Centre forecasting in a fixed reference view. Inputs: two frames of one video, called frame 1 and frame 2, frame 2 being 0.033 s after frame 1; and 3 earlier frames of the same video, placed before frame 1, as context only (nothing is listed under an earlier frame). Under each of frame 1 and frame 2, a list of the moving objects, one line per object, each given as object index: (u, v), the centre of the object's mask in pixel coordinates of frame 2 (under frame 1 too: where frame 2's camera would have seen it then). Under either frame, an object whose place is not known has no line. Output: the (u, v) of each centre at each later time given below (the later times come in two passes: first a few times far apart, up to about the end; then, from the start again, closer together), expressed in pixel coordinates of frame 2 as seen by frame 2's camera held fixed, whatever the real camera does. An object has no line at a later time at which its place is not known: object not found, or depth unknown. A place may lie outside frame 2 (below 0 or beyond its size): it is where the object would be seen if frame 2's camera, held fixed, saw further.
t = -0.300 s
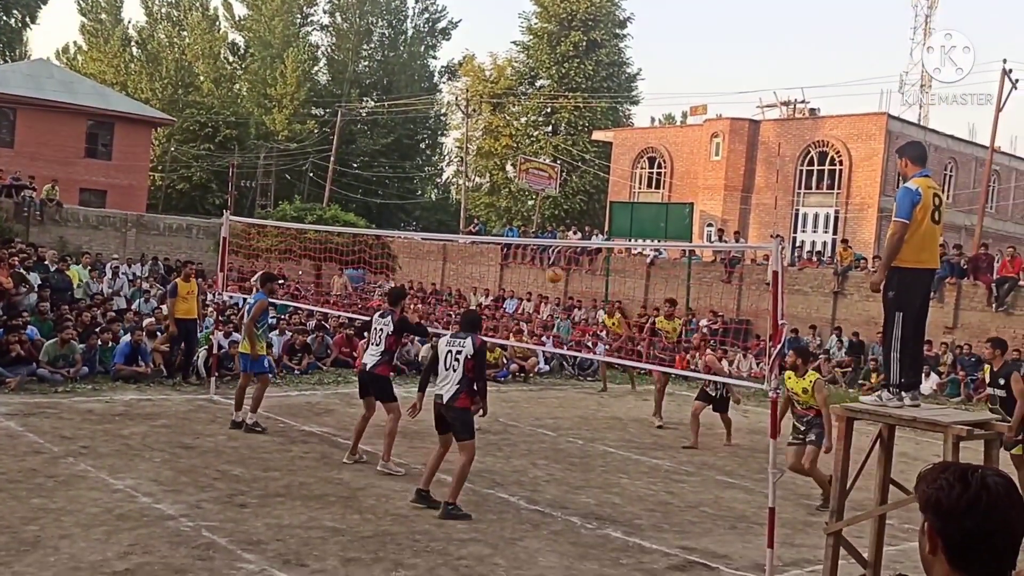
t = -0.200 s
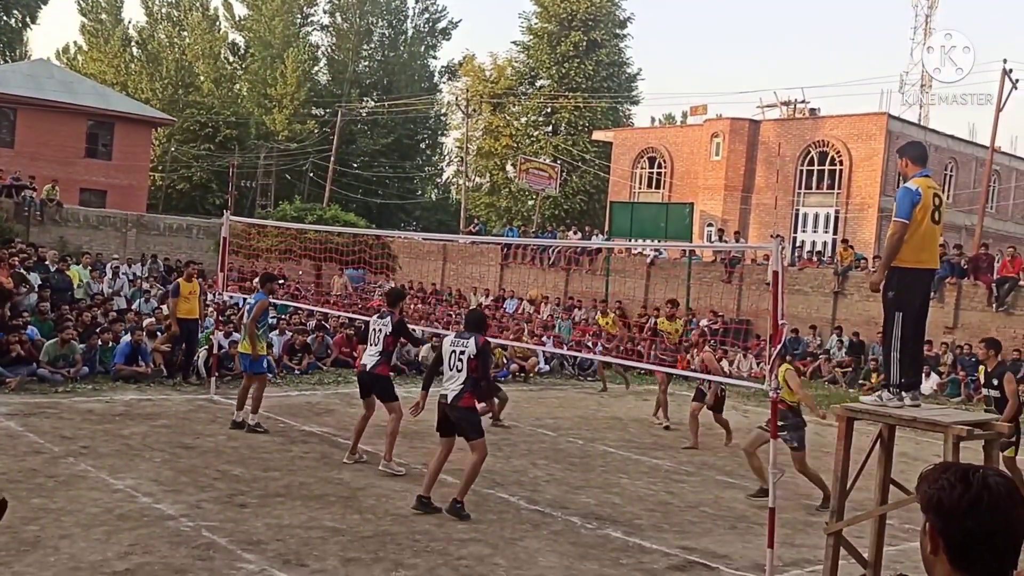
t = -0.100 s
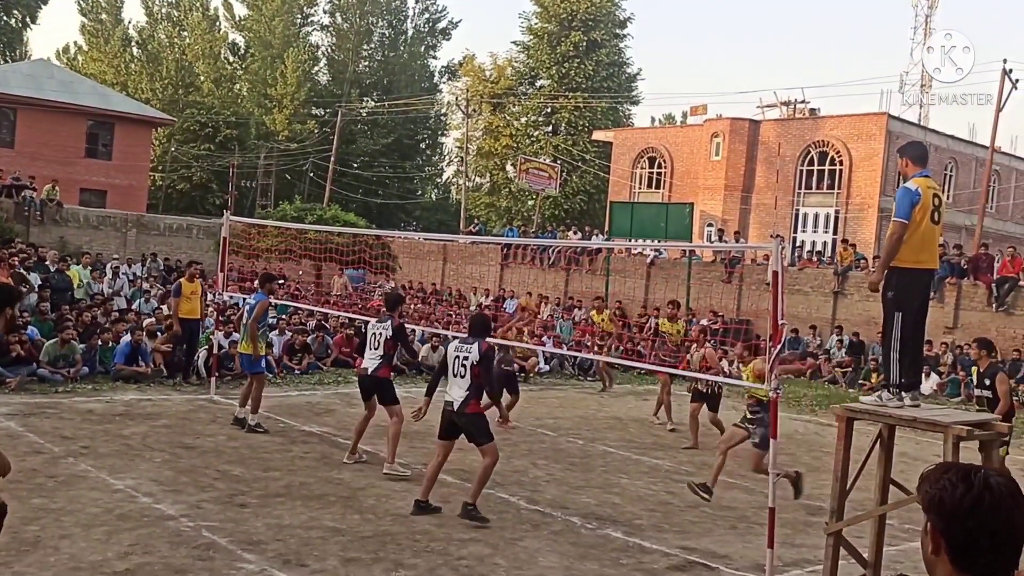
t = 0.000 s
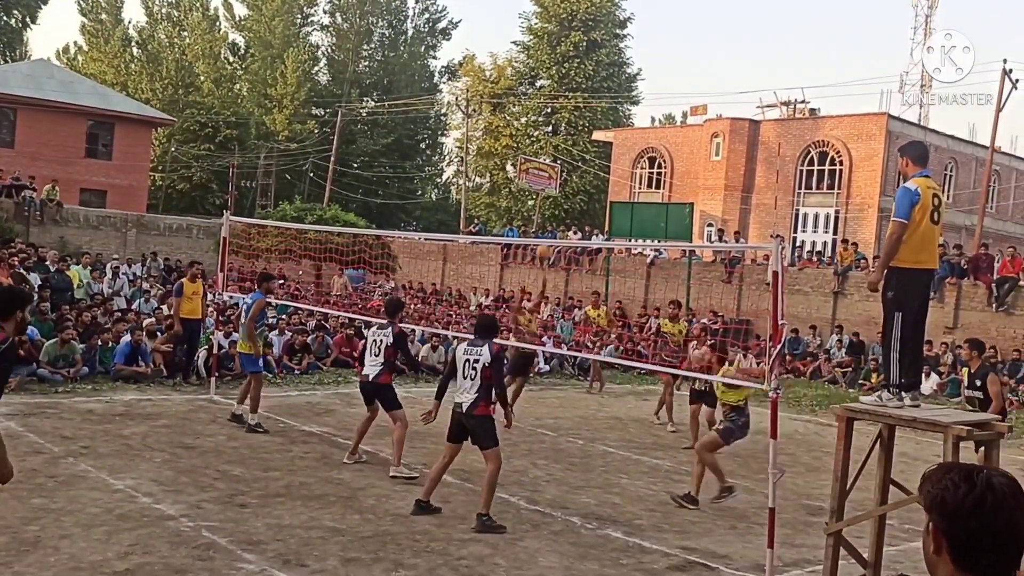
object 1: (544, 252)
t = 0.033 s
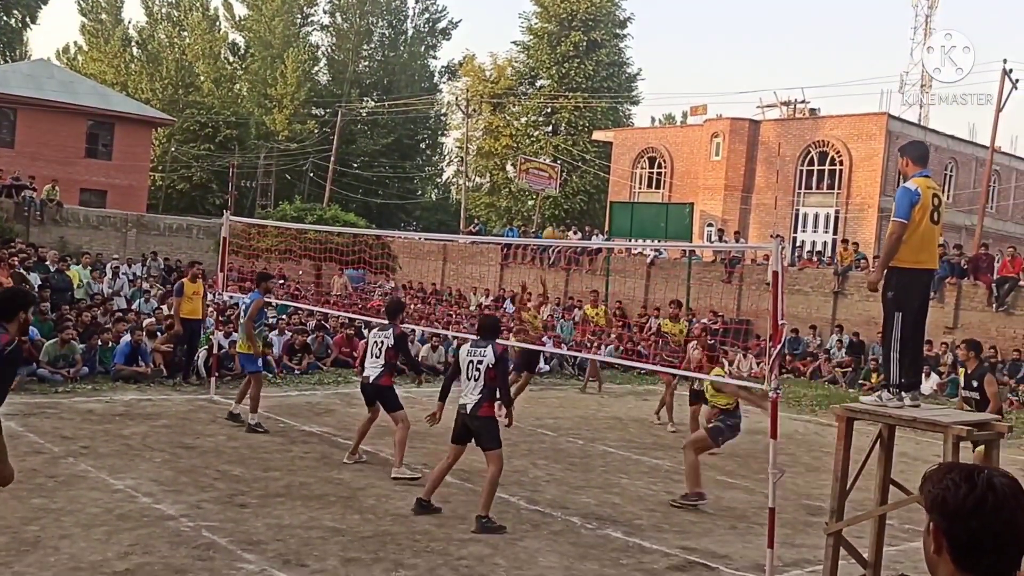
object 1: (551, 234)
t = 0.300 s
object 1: (605, 128)
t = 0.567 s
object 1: (660, 72)
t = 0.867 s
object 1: (721, 83)
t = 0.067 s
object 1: (558, 220)
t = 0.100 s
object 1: (564, 205)
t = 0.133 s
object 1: (571, 190)
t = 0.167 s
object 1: (578, 177)
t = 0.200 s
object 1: (584, 163)
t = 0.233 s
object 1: (591, 151)
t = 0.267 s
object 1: (598, 139)
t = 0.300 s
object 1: (605, 128)
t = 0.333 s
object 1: (612, 119)
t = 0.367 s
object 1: (619, 109)
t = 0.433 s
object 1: (632, 94)
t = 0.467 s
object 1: (639, 86)
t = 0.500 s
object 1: (646, 80)
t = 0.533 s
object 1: (653, 75)
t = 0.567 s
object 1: (660, 72)
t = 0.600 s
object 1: (667, 69)
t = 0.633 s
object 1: (674, 67)
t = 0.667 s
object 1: (680, 66)
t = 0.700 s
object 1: (687, 66)
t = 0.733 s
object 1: (694, 67)
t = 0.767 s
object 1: (701, 69)
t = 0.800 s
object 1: (707, 73)
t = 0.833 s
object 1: (714, 77)
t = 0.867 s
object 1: (721, 83)
